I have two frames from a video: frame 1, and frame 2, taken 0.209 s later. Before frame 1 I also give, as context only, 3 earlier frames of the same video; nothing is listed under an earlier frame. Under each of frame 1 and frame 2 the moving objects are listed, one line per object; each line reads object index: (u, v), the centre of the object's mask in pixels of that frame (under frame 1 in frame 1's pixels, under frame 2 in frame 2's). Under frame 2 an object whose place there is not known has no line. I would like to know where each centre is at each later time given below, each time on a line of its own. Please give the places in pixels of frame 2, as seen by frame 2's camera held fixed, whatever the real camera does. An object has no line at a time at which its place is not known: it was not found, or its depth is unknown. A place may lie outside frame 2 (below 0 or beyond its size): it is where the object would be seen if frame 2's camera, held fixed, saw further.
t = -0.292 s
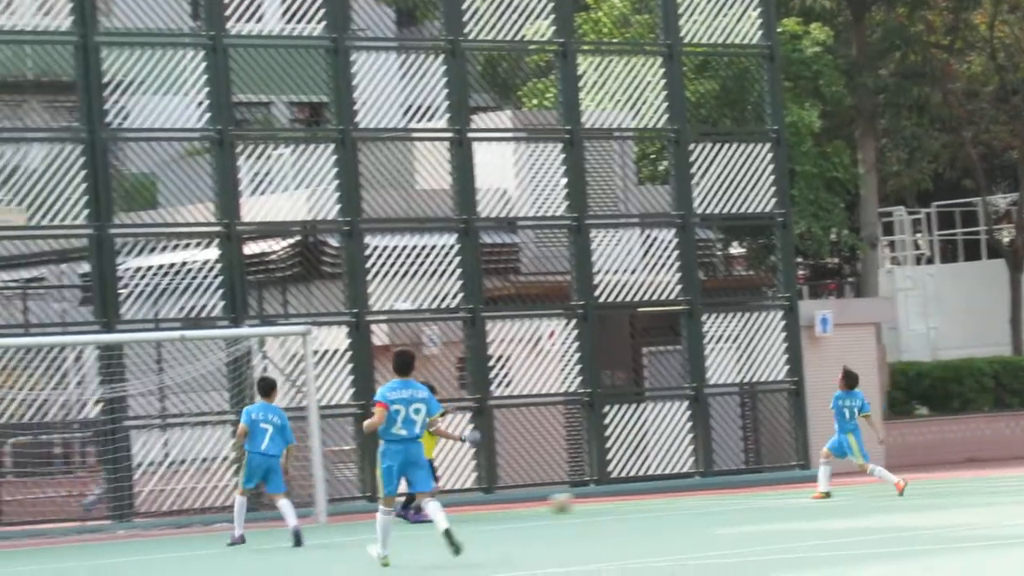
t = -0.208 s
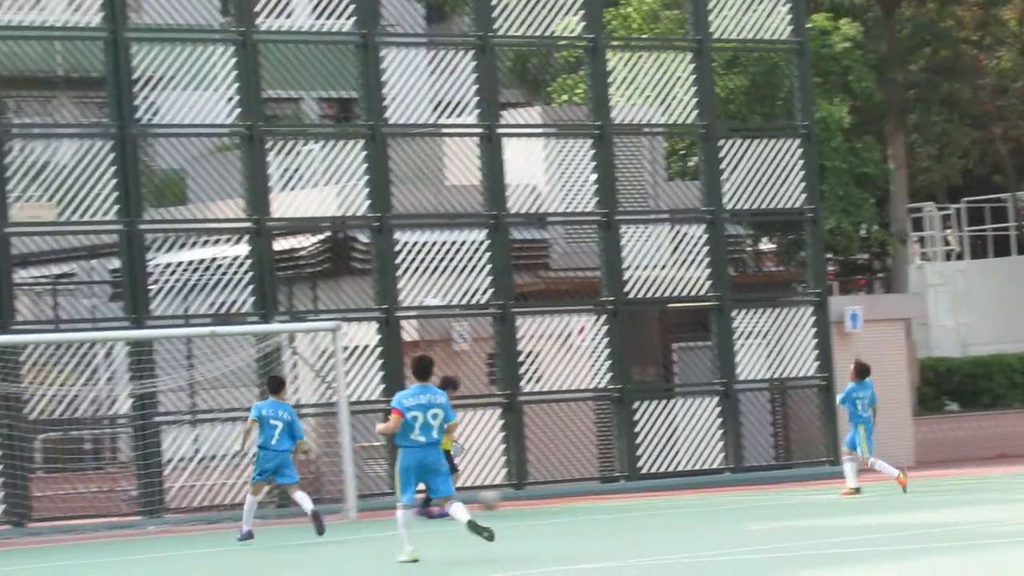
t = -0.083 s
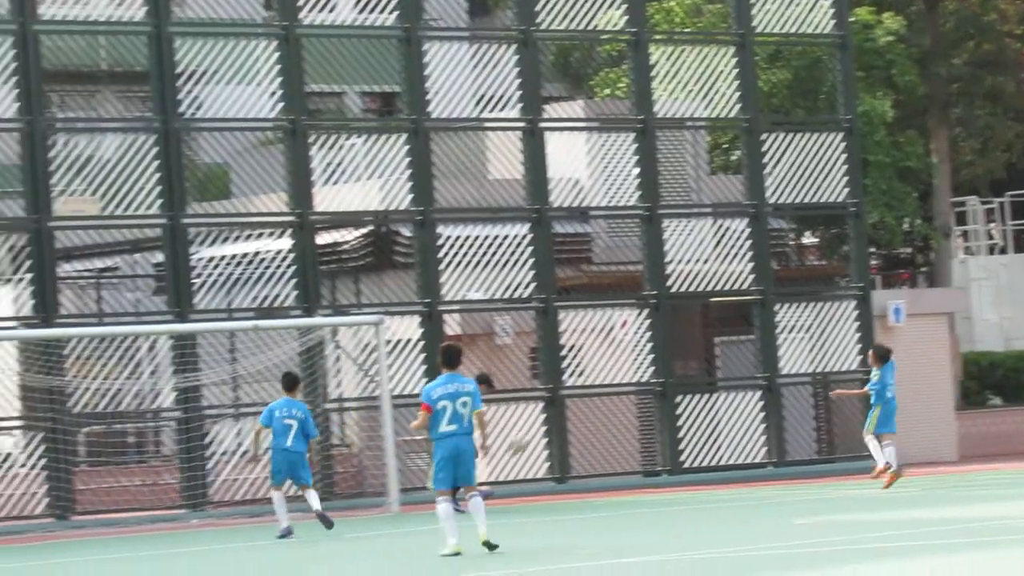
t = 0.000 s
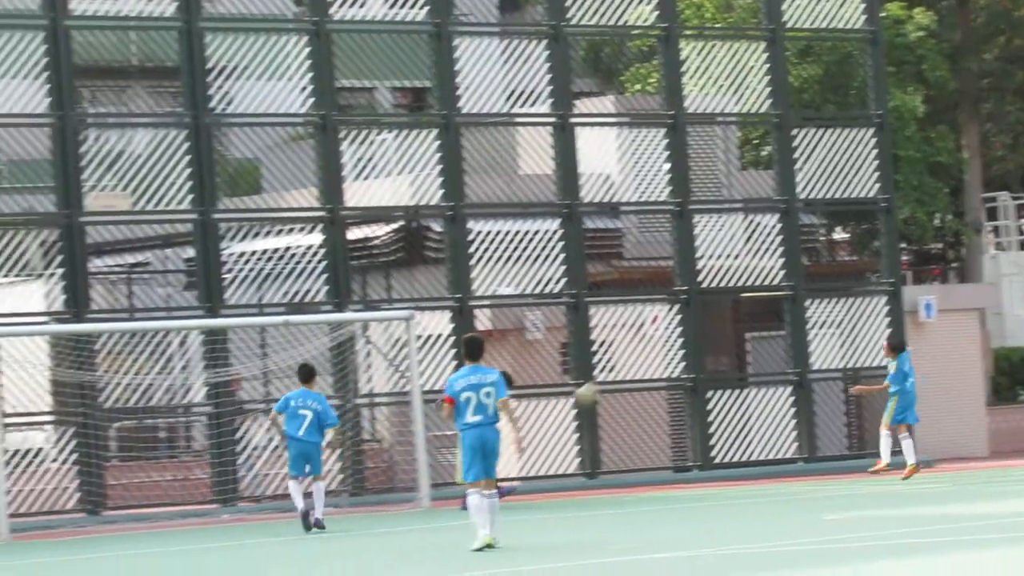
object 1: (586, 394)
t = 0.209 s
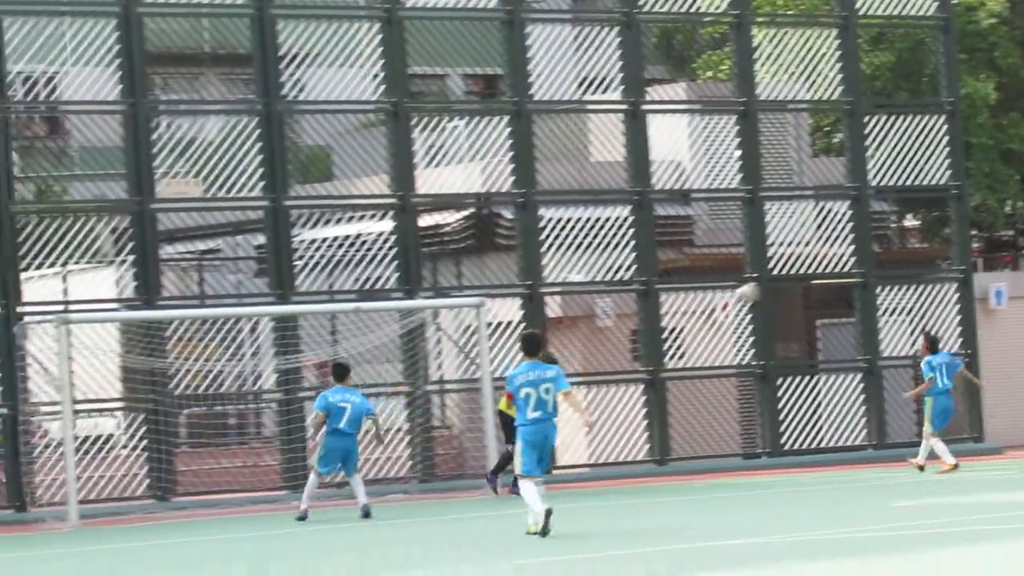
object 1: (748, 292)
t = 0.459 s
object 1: (854, 241)
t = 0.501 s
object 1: (871, 238)
